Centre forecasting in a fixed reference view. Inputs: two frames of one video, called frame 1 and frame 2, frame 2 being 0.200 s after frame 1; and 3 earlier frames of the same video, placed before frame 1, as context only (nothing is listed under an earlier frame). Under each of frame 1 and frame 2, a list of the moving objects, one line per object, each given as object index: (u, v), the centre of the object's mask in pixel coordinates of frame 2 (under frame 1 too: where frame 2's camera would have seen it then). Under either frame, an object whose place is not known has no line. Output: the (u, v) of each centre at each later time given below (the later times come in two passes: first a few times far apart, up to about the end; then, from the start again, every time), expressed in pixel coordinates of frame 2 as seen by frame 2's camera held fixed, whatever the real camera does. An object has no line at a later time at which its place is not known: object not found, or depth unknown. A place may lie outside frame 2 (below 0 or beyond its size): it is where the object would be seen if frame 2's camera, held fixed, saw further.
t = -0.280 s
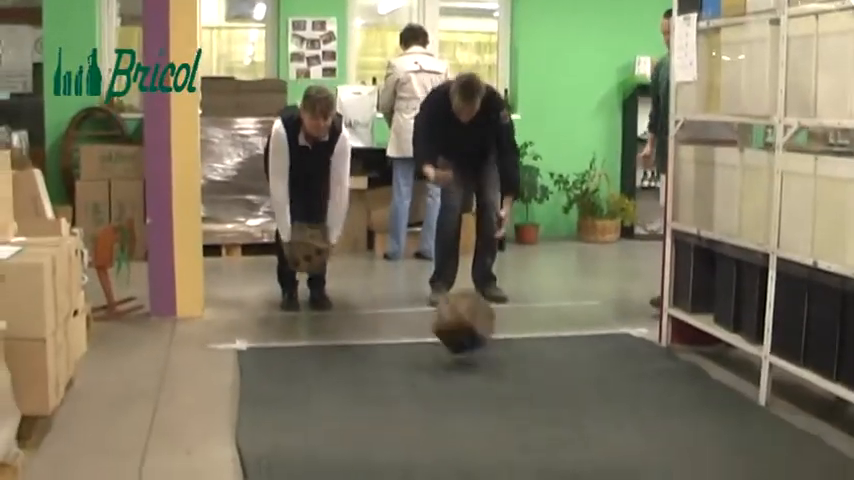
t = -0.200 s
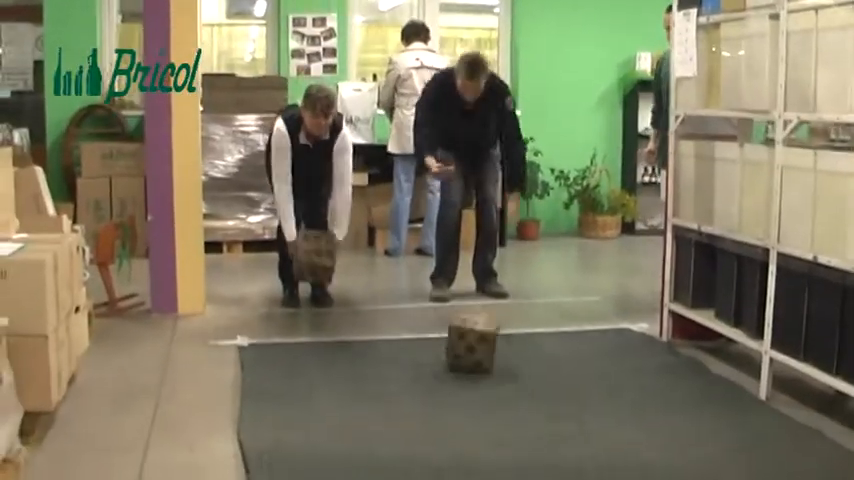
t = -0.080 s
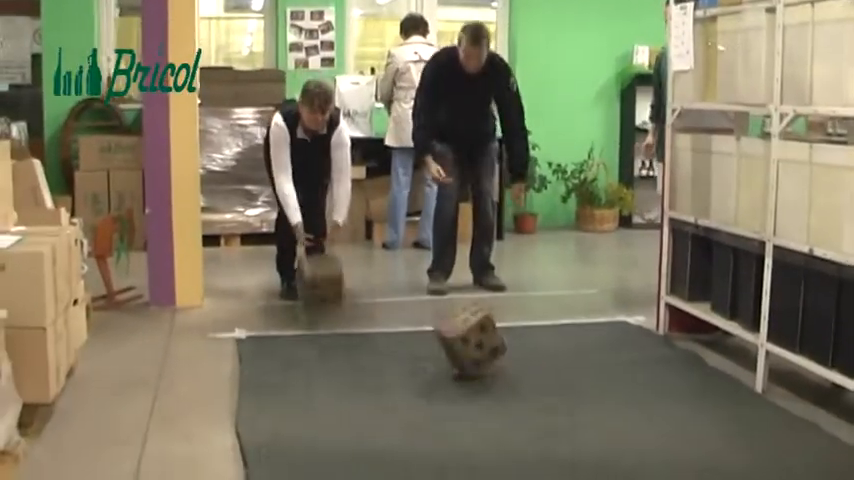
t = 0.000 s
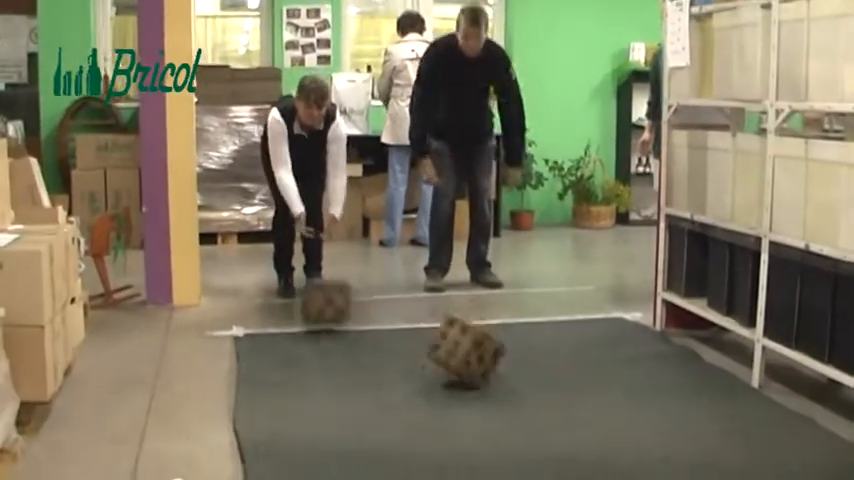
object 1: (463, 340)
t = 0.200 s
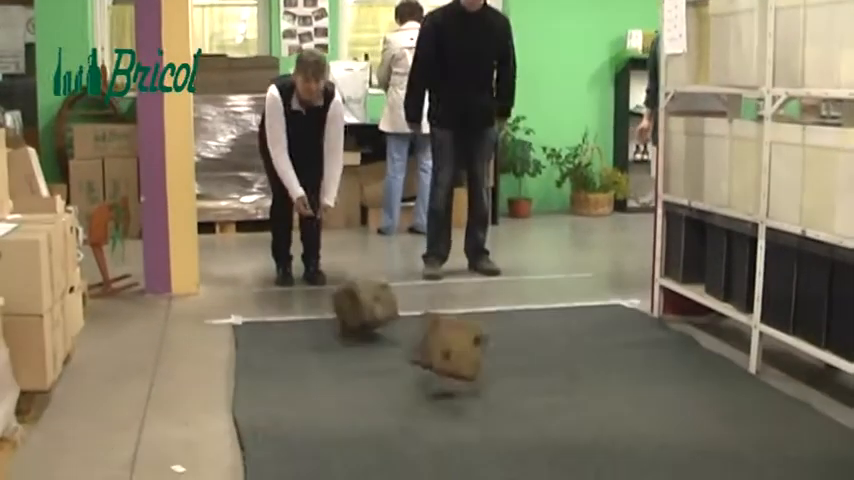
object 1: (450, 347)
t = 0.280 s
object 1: (441, 366)
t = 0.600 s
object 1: (420, 374)
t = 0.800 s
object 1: (400, 377)
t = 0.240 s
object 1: (445, 359)
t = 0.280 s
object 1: (441, 366)
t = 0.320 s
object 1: (438, 366)
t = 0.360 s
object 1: (435, 366)
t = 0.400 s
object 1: (432, 370)
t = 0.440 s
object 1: (429, 372)
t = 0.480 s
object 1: (426, 373)
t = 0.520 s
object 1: (424, 372)
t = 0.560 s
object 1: (422, 373)
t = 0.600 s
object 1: (420, 374)
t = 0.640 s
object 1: (416, 376)
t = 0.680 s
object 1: (412, 377)
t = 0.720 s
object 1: (409, 379)
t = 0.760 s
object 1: (404, 378)
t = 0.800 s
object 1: (400, 377)
